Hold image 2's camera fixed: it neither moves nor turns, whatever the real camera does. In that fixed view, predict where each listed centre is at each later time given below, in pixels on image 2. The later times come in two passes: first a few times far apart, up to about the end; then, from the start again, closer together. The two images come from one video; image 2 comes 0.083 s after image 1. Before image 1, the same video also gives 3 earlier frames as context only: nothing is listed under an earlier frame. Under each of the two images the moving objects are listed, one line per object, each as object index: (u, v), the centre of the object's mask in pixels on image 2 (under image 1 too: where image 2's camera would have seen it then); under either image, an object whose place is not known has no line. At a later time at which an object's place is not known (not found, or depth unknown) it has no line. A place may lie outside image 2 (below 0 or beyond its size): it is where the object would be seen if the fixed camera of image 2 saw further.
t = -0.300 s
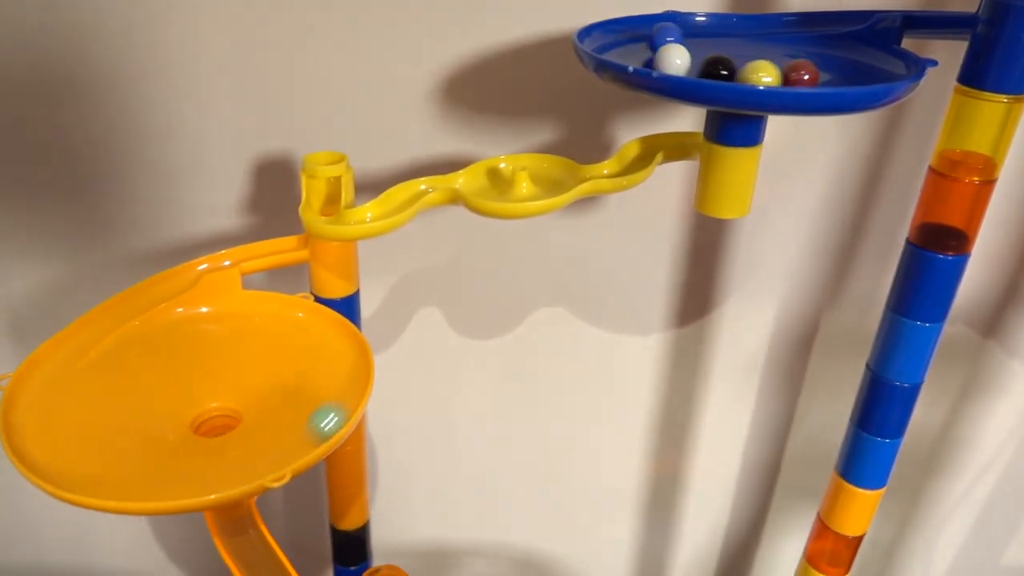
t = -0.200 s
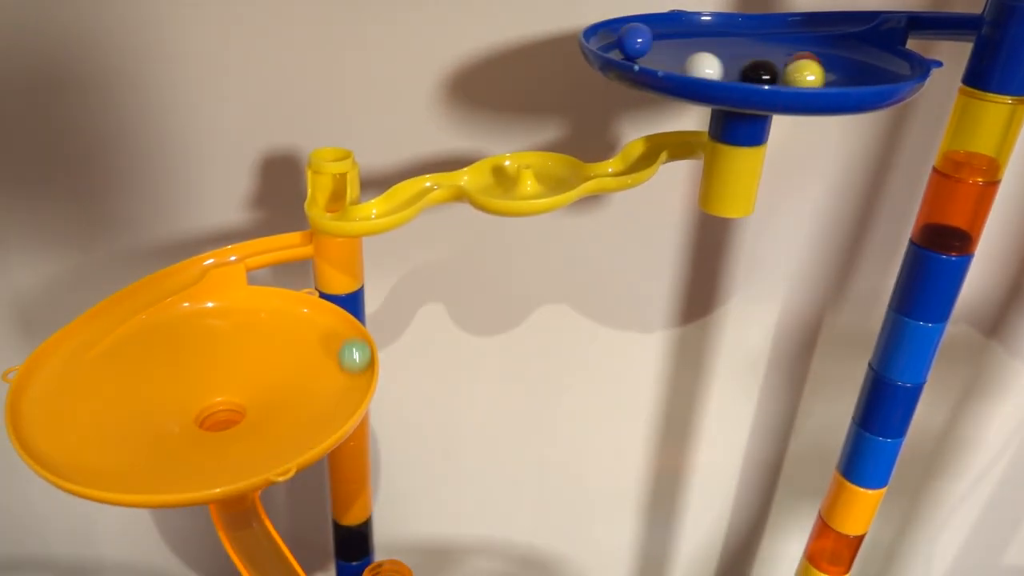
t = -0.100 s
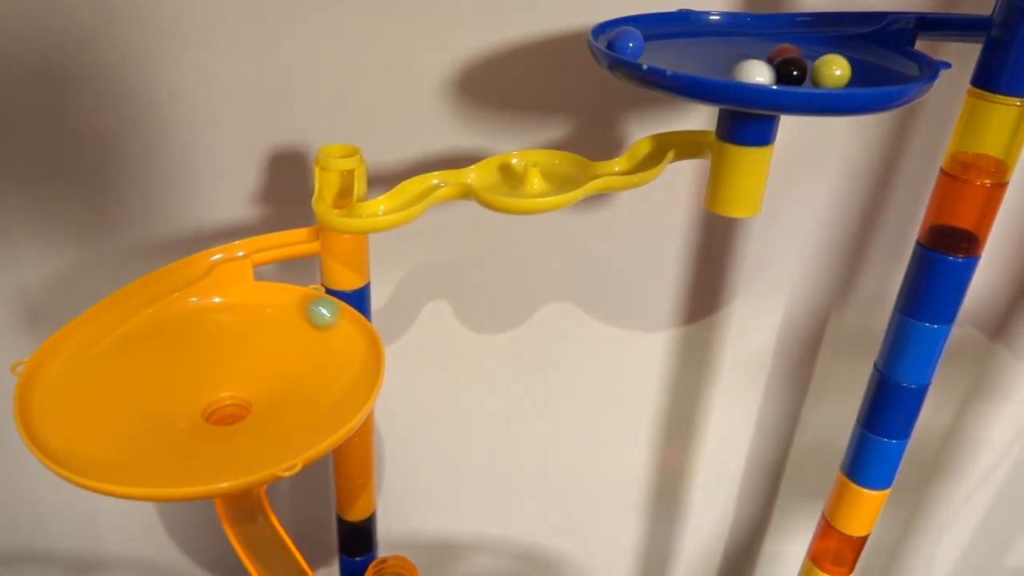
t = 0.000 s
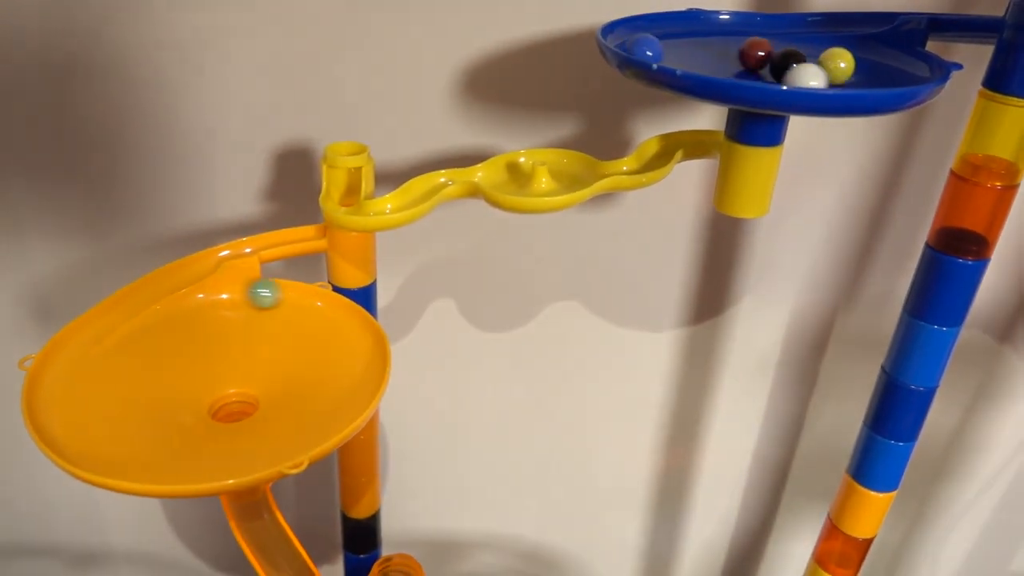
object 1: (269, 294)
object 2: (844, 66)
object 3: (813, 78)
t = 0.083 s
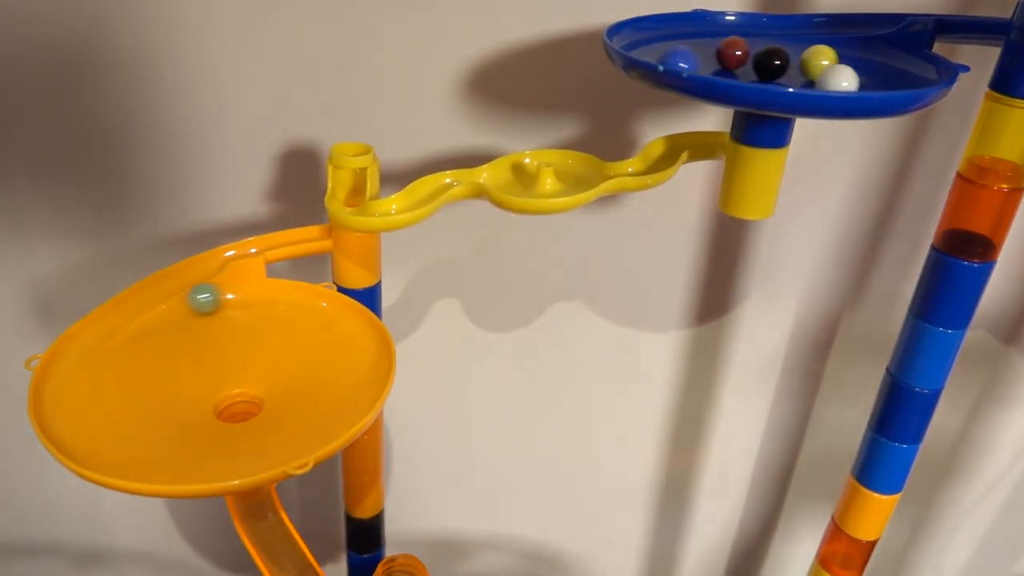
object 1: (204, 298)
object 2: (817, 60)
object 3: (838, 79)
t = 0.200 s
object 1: (119, 334)
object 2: (772, 56)
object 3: (844, 75)
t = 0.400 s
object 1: (78, 438)
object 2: (705, 58)
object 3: (778, 54)
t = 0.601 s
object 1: (265, 456)
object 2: (724, 67)
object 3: (702, 48)
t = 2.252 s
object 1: (189, 362)
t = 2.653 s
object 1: (207, 463)
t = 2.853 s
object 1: (310, 403)
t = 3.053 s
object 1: (269, 338)
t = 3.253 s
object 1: (156, 370)
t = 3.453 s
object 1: (183, 440)
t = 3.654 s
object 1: (301, 430)
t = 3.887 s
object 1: (317, 370)
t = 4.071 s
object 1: (187, 371)
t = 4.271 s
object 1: (125, 422)
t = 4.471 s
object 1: (219, 439)
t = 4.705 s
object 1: (301, 363)
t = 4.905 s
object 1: (205, 354)
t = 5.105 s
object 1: (187, 428)
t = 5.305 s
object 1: (288, 425)
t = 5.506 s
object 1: (299, 378)
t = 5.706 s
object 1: (168, 376)
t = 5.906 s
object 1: (166, 423)
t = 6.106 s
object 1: (286, 398)
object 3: (685, 139)
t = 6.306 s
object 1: (256, 349)
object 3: (592, 171)
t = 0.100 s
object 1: (191, 301)
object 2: (812, 61)
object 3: (841, 78)
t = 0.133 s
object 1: (165, 310)
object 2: (799, 60)
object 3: (845, 77)
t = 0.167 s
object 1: (141, 320)
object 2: (785, 58)
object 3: (846, 77)
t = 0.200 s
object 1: (119, 334)
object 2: (772, 56)
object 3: (844, 75)
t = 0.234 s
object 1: (99, 349)
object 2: (760, 50)
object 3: (839, 74)
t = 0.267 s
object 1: (81, 366)
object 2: (741, 47)
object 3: (830, 72)
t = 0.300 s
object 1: (67, 385)
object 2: (730, 47)
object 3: (822, 64)
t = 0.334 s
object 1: (56, 404)
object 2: (718, 47)
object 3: (804, 64)
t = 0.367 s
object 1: (65, 421)
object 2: (707, 53)
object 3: (791, 62)
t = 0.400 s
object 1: (78, 438)
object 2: (705, 58)
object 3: (778, 54)
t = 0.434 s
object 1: (97, 452)
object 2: (702, 59)
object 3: (760, 50)
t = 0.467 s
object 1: (125, 462)
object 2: (702, 60)
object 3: (744, 52)
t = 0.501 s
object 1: (158, 467)
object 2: (704, 61)
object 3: (733, 50)
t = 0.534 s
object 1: (194, 468)
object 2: (709, 63)
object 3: (723, 45)
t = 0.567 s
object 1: (231, 465)
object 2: (716, 65)
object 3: (710, 43)
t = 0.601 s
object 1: (265, 456)
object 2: (724, 67)
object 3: (702, 48)
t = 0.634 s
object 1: (297, 444)
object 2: (735, 69)
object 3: (697, 49)
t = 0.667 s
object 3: (694, 51)
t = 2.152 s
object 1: (269, 337)
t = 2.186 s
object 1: (243, 343)
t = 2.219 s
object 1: (215, 351)
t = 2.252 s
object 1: (189, 362)
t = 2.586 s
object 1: (166, 467)
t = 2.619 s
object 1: (186, 466)
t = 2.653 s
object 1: (207, 463)
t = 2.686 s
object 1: (229, 458)
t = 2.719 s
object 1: (250, 450)
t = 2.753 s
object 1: (269, 440)
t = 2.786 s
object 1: (286, 429)
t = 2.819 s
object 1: (300, 417)
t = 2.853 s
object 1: (310, 403)
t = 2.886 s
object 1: (315, 389)
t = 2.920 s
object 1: (316, 376)
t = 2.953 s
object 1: (311, 364)
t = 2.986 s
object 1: (302, 353)
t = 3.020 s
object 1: (287, 344)
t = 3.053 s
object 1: (269, 338)
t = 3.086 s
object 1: (249, 335)
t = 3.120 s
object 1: (229, 336)
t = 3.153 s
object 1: (206, 340)
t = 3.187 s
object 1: (186, 348)
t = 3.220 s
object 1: (169, 358)
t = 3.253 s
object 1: (156, 370)
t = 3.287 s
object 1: (146, 383)
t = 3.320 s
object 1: (143, 398)
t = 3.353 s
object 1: (145, 411)
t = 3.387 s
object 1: (153, 423)
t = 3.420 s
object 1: (166, 433)
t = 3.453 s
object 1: (183, 440)
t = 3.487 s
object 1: (203, 445)
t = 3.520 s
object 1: (224, 447)
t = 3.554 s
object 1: (246, 445)
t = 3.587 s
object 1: (266, 442)
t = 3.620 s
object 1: (285, 436)
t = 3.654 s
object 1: (301, 430)
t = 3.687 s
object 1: (315, 421)
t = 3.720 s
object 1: (324, 413)
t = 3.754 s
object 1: (331, 403)
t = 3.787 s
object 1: (334, 394)
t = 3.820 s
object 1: (332, 385)
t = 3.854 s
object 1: (327, 377)
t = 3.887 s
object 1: (317, 370)
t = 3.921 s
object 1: (302, 366)
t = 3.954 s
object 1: (283, 363)
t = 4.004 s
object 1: (245, 363)
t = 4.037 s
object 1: (215, 366)
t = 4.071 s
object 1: (187, 371)
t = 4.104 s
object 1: (165, 378)
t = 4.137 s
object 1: (147, 386)
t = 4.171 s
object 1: (134, 395)
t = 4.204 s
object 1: (126, 405)
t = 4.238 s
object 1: (123, 414)
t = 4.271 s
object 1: (125, 422)
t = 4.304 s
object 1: (132, 430)
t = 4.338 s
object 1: (143, 436)
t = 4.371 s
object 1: (158, 441)
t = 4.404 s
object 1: (176, 443)
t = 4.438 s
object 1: (197, 442)
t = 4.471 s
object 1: (219, 439)
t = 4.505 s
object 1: (241, 433)
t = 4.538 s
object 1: (262, 425)
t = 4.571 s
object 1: (280, 414)
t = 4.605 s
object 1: (294, 402)
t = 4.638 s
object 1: (302, 388)
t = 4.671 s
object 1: (305, 375)
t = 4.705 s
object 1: (301, 363)
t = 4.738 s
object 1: (293, 353)
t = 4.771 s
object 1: (279, 346)
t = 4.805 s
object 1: (263, 342)
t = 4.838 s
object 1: (243, 342)
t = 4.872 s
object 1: (224, 346)
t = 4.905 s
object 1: (205, 354)
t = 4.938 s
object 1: (188, 366)
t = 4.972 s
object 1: (175, 379)
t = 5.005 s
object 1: (169, 393)
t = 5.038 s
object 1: (169, 407)
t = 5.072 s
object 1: (175, 419)
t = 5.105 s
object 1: (187, 428)
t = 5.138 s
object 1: (203, 434)
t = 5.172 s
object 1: (221, 437)
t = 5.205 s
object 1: (241, 436)
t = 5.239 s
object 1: (257, 429)
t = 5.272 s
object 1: (272, 430)
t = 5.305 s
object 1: (288, 425)
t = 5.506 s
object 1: (299, 378)
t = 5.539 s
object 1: (284, 372)
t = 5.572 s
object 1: (263, 369)
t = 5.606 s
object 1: (238, 368)
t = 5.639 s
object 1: (210, 368)
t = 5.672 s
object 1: (186, 371)
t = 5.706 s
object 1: (168, 376)
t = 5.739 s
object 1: (154, 384)
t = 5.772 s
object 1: (145, 392)
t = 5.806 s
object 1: (142, 401)
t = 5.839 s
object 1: (144, 409)
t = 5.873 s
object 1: (152, 417)
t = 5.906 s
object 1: (166, 423)
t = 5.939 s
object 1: (184, 427)
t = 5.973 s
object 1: (204, 428)
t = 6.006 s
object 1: (226, 425)
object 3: (723, 133)
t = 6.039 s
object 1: (250, 419)
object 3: (718, 133)
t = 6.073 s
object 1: (271, 410)
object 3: (703, 135)
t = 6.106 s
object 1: (286, 398)
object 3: (685, 139)
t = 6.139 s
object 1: (295, 385)
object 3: (670, 145)
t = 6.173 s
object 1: (298, 373)
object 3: (661, 152)
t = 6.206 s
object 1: (294, 362)
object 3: (656, 159)
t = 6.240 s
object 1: (285, 354)
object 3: (642, 164)
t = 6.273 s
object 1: (272, 350)
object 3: (618, 168)
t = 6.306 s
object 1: (256, 349)
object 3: (592, 171)
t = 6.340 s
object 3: (570, 169)
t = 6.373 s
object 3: (566, 161)
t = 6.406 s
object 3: (564, 173)
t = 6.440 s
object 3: (559, 185)
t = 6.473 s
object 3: (551, 186)
